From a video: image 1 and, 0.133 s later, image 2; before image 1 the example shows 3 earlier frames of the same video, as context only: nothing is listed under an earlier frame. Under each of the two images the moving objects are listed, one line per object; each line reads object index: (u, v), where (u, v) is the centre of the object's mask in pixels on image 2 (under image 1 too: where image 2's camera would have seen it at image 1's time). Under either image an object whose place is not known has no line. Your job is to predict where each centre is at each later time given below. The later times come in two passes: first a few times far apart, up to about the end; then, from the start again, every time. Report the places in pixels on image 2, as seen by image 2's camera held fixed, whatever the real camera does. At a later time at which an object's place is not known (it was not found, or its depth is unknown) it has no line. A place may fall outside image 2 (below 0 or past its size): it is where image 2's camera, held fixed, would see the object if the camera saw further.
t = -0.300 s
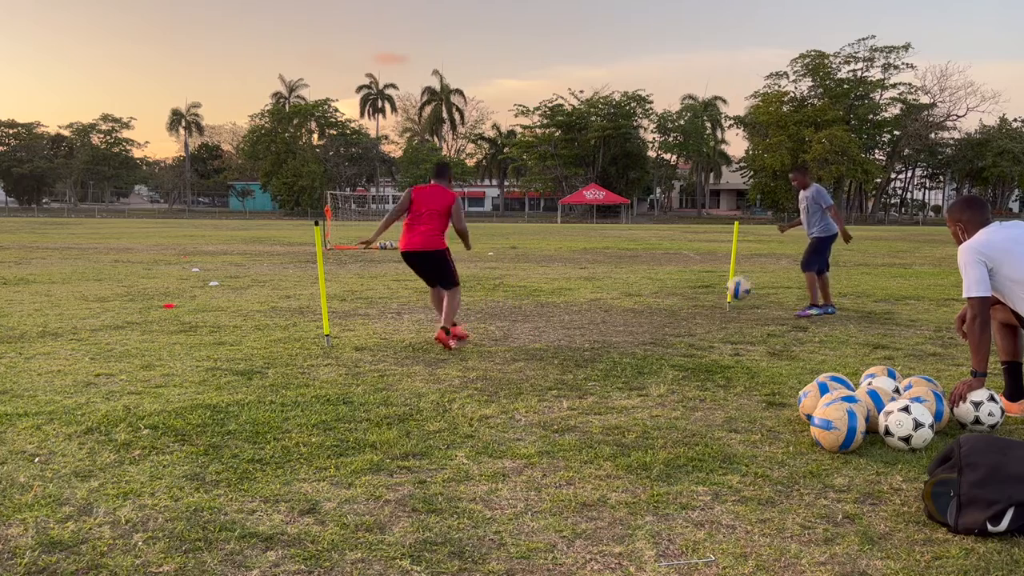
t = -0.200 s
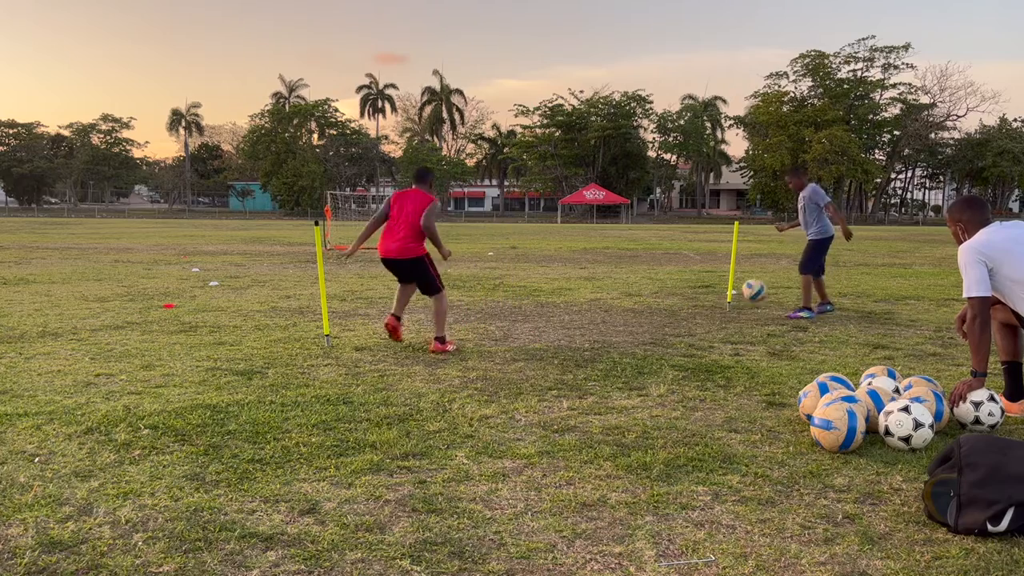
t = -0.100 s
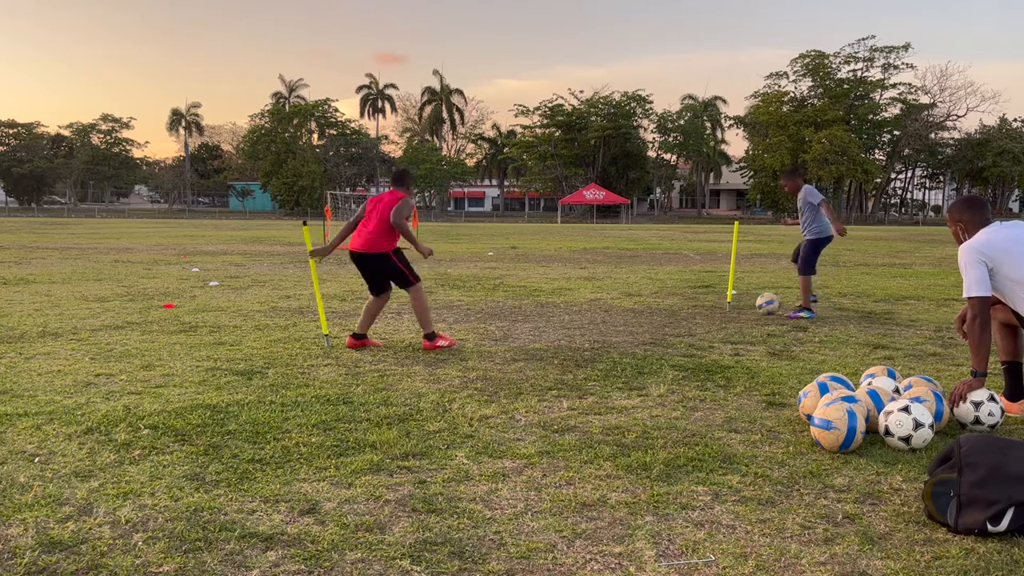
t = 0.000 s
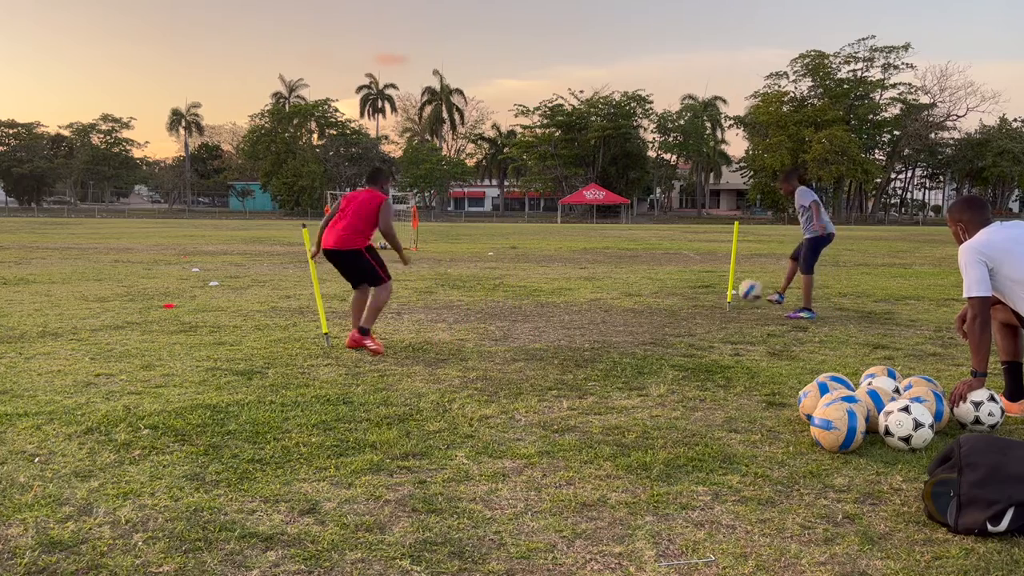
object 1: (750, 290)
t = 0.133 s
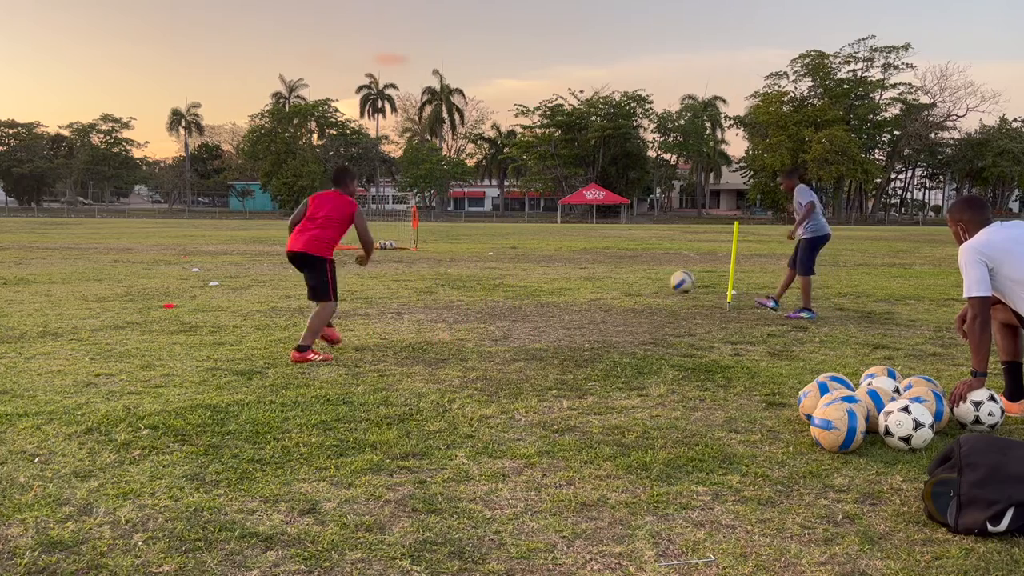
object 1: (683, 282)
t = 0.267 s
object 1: (613, 292)
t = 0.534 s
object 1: (531, 292)
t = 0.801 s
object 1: (468, 298)
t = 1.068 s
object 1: (408, 299)
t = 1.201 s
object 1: (380, 299)
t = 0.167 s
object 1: (665, 283)
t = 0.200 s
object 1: (647, 285)
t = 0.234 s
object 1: (631, 288)
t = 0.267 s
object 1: (613, 292)
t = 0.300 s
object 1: (597, 298)
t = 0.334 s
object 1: (580, 302)
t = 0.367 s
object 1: (572, 298)
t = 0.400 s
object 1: (564, 294)
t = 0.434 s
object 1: (556, 292)
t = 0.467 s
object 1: (548, 291)
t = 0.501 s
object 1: (539, 291)
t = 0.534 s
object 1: (531, 292)
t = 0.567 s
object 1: (522, 294)
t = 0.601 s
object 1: (514, 298)
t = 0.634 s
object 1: (506, 301)
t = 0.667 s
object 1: (499, 299)
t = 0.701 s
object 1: (491, 297)
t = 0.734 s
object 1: (483, 296)
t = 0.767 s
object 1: (476, 296)
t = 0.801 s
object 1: (468, 298)
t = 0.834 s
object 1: (460, 300)
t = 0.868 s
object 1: (452, 300)
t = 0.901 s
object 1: (446, 299)
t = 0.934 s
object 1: (437, 300)
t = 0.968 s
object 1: (430, 300)
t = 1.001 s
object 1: (423, 299)
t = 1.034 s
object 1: (416, 299)
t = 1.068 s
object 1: (408, 299)
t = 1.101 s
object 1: (401, 300)
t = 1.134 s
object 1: (394, 299)
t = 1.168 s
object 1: (386, 300)
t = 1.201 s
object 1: (380, 299)
